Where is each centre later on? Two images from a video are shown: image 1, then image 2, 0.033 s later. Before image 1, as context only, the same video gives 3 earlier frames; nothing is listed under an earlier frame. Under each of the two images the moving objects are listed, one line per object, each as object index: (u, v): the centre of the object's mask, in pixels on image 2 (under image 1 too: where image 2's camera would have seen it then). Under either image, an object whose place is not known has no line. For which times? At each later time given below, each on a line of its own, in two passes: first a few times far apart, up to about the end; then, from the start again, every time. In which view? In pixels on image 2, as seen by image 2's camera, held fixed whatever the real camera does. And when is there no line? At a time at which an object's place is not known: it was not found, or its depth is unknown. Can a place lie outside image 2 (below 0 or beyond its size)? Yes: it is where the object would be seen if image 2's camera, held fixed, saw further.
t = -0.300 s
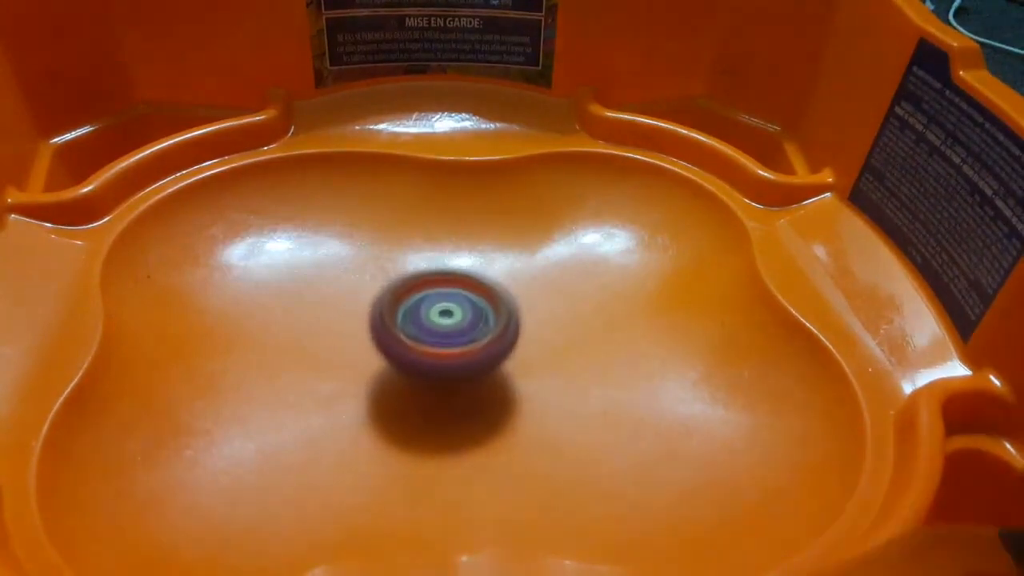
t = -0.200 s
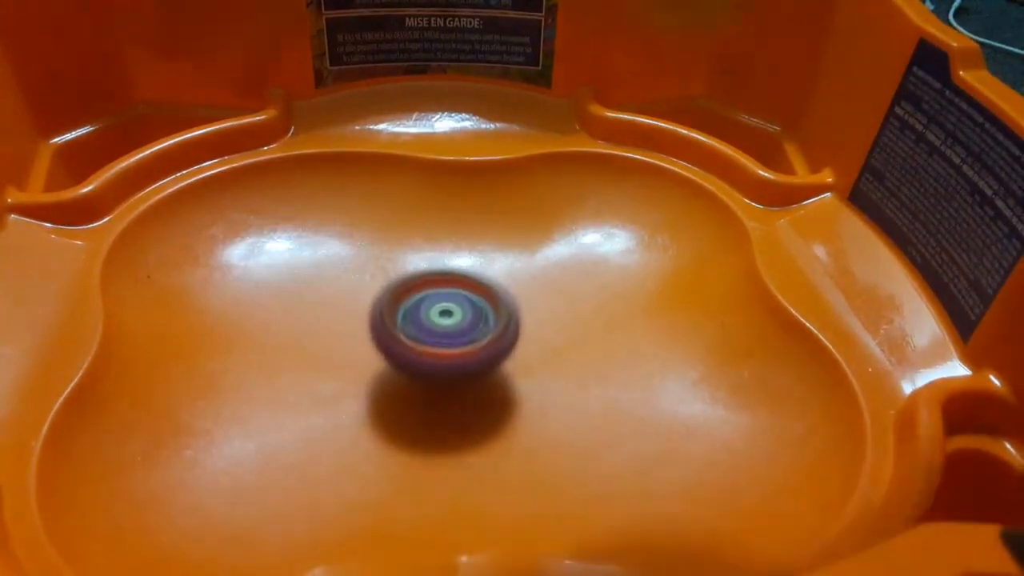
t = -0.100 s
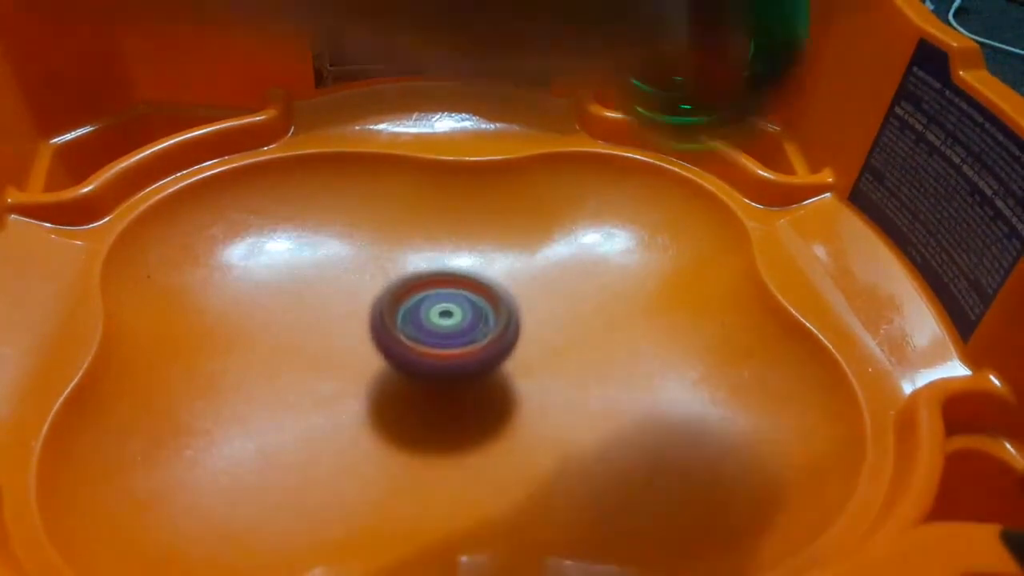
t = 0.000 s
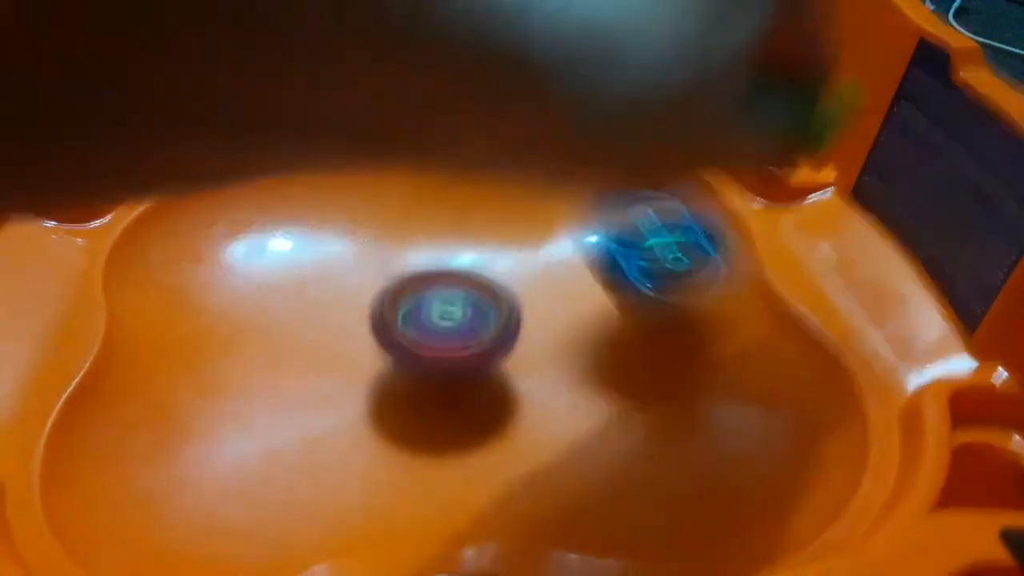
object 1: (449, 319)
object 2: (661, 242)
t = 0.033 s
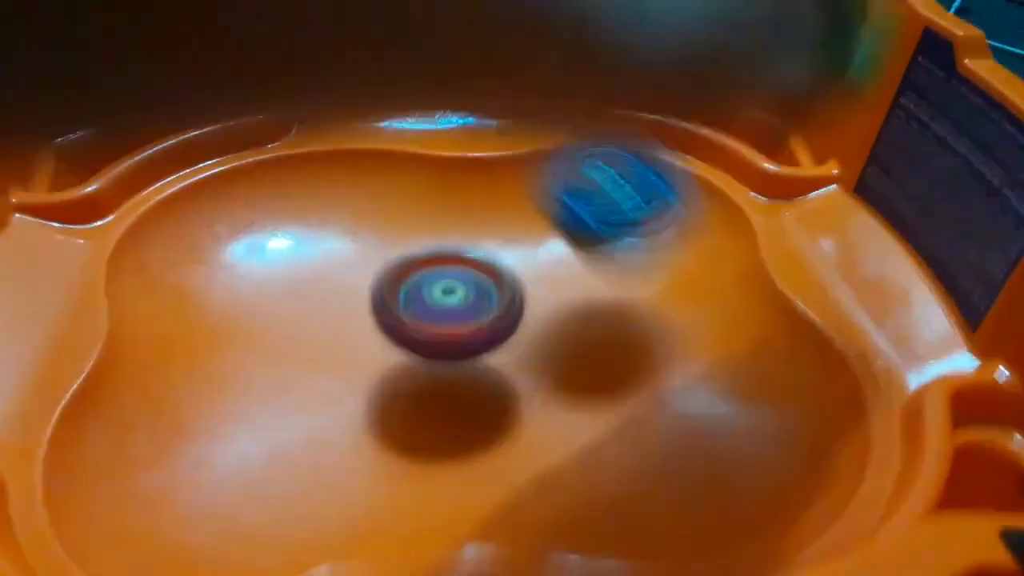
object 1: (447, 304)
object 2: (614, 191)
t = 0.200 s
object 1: (457, 317)
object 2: (350, 177)
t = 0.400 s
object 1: (466, 329)
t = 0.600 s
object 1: (592, 287)
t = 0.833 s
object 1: (626, 238)
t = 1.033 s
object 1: (593, 233)
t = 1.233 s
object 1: (558, 254)
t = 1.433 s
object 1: (558, 287)
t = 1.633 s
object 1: (537, 309)
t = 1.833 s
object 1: (497, 337)
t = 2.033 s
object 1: (487, 373)
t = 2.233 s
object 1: (440, 384)
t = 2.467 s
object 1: (379, 376)
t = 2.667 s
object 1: (332, 366)
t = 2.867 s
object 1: (302, 355)
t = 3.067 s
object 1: (299, 345)
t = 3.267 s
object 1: (324, 328)
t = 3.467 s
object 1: (365, 293)
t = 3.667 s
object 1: (408, 269)
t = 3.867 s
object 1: (438, 265)
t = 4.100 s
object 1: (483, 278)
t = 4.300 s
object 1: (511, 299)
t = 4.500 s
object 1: (541, 304)
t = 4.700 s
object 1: (586, 292)
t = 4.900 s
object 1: (642, 226)
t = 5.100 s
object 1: (574, 234)
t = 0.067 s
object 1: (450, 304)
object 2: (567, 151)
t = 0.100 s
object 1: (455, 320)
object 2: (522, 138)
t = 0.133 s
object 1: (454, 320)
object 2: (464, 155)
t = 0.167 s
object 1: (456, 320)
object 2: (410, 174)
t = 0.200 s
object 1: (457, 317)
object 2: (350, 177)
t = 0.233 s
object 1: (457, 324)
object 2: (288, 199)
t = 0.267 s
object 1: (457, 327)
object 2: (217, 222)
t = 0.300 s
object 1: (457, 330)
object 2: (162, 232)
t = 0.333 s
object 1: (465, 328)
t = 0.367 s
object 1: (469, 329)
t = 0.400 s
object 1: (466, 329)
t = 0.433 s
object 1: (464, 328)
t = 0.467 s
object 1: (464, 327)
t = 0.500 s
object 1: (499, 318)
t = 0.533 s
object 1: (536, 307)
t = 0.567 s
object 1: (568, 297)
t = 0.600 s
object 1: (592, 287)
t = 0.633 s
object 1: (610, 278)
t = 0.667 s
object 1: (622, 267)
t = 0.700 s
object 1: (628, 260)
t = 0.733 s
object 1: (630, 254)
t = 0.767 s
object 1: (631, 249)
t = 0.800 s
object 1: (629, 243)
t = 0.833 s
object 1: (626, 238)
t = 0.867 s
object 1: (622, 235)
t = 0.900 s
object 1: (617, 233)
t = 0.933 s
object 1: (611, 231)
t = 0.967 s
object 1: (605, 231)
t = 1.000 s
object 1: (599, 232)
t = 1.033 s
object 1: (593, 233)
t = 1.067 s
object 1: (587, 236)
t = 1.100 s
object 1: (581, 238)
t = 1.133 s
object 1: (576, 241)
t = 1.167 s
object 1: (570, 246)
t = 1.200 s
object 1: (564, 249)
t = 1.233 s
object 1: (558, 254)
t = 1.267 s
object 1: (557, 260)
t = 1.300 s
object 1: (562, 266)
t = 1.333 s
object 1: (563, 273)
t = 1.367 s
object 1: (562, 279)
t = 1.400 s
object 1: (560, 284)
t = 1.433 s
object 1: (558, 287)
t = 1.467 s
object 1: (556, 291)
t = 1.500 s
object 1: (553, 294)
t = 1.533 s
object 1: (550, 298)
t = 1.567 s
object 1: (546, 302)
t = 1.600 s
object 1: (542, 305)
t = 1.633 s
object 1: (537, 309)
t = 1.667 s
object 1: (533, 312)
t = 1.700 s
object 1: (527, 317)
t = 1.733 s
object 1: (521, 321)
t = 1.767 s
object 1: (513, 327)
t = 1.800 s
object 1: (505, 332)
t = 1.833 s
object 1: (497, 337)
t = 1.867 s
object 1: (492, 342)
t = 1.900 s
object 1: (495, 349)
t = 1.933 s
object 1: (497, 358)
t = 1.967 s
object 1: (496, 365)
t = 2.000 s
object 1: (492, 369)
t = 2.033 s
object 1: (487, 373)
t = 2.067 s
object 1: (481, 377)
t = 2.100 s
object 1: (473, 379)
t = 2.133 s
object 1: (465, 381)
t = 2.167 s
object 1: (457, 383)
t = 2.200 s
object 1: (448, 384)
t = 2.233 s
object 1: (440, 384)
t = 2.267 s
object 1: (431, 384)
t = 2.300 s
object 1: (420, 381)
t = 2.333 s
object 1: (414, 379)
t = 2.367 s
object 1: (408, 379)
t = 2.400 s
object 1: (400, 377)
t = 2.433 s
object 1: (390, 376)
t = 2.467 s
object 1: (379, 376)
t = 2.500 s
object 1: (368, 376)
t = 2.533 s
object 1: (360, 374)
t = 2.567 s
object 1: (353, 372)
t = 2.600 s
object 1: (345, 370)
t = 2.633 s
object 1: (338, 368)
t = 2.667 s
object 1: (332, 366)
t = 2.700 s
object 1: (325, 363)
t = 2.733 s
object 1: (319, 361)
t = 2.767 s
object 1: (315, 359)
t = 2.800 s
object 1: (312, 359)
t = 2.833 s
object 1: (308, 357)
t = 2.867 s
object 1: (302, 355)
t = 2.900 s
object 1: (297, 353)
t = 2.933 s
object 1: (294, 351)
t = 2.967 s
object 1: (294, 350)
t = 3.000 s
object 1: (294, 349)
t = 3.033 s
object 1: (296, 347)
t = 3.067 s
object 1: (299, 345)
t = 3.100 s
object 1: (301, 343)
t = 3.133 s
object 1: (304, 340)
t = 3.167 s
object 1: (308, 337)
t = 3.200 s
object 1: (312, 334)
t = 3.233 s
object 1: (317, 331)
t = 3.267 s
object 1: (324, 328)
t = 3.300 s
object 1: (330, 323)
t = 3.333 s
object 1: (336, 318)
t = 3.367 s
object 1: (344, 315)
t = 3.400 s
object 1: (350, 309)
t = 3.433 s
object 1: (357, 300)
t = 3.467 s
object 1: (365, 293)
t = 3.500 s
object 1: (374, 287)
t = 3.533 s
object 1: (382, 281)
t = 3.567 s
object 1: (390, 278)
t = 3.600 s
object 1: (397, 275)
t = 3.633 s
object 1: (403, 271)
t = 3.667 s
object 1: (408, 269)
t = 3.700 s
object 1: (414, 267)
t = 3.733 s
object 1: (418, 265)
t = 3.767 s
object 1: (423, 264)
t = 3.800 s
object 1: (428, 264)
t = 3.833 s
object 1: (432, 265)
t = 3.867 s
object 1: (438, 265)
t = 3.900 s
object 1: (443, 266)
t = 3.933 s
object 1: (449, 266)
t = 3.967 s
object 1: (456, 268)
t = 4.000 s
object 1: (463, 269)
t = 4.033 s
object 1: (470, 271)
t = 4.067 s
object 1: (476, 273)
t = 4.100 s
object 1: (483, 278)
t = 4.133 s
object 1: (489, 281)
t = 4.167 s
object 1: (493, 286)
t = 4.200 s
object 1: (496, 289)
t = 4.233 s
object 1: (501, 293)
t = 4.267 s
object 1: (505, 297)
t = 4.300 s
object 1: (511, 299)
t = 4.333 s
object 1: (516, 302)
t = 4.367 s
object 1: (520, 303)
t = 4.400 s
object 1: (525, 307)
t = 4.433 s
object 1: (533, 305)
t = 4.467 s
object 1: (537, 305)
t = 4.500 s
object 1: (541, 304)
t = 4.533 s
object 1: (542, 305)
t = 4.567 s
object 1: (543, 307)
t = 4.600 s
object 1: (543, 309)
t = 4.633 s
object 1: (542, 311)
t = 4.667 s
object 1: (553, 311)
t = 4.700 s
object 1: (586, 292)
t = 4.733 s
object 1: (612, 274)
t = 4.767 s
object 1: (632, 259)
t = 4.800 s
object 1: (643, 248)
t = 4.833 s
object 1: (649, 237)
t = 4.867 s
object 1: (649, 230)
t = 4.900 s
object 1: (642, 226)
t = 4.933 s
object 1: (635, 224)
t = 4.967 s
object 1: (626, 224)
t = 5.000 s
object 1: (614, 224)
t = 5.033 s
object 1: (601, 227)
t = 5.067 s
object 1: (587, 231)
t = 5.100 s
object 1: (574, 234)
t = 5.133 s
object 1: (562, 237)
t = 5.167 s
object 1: (550, 242)
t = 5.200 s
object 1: (538, 246)
